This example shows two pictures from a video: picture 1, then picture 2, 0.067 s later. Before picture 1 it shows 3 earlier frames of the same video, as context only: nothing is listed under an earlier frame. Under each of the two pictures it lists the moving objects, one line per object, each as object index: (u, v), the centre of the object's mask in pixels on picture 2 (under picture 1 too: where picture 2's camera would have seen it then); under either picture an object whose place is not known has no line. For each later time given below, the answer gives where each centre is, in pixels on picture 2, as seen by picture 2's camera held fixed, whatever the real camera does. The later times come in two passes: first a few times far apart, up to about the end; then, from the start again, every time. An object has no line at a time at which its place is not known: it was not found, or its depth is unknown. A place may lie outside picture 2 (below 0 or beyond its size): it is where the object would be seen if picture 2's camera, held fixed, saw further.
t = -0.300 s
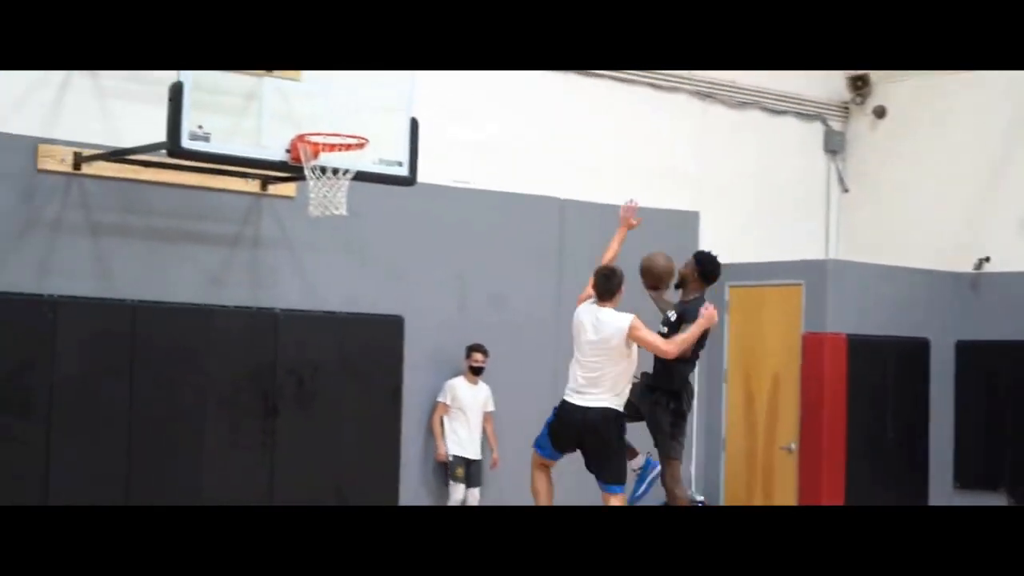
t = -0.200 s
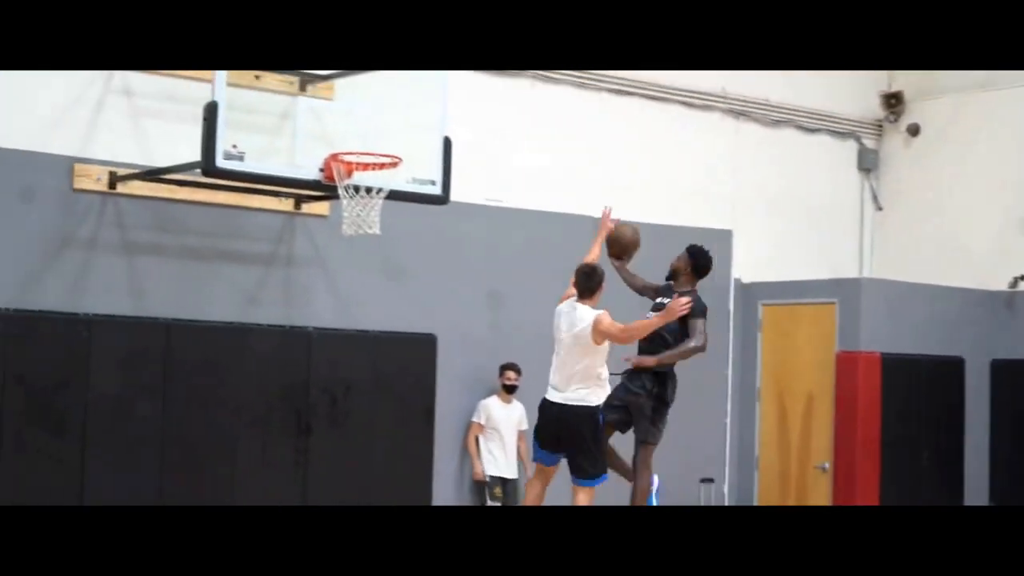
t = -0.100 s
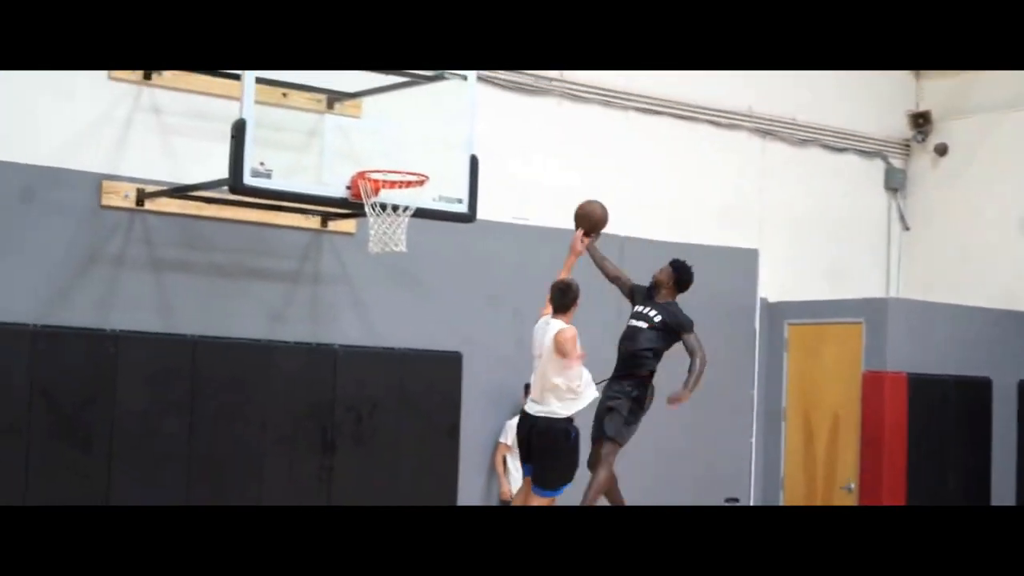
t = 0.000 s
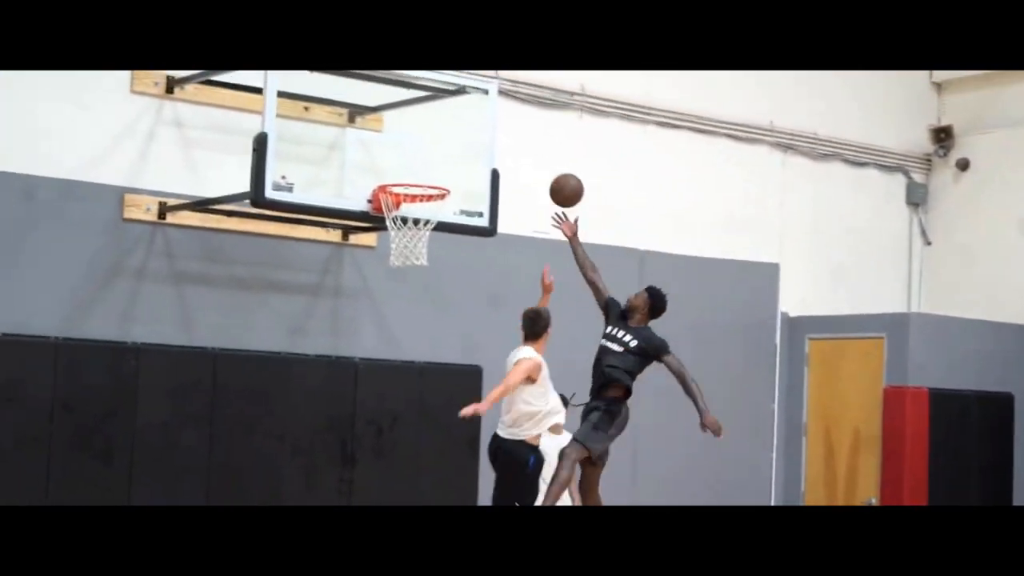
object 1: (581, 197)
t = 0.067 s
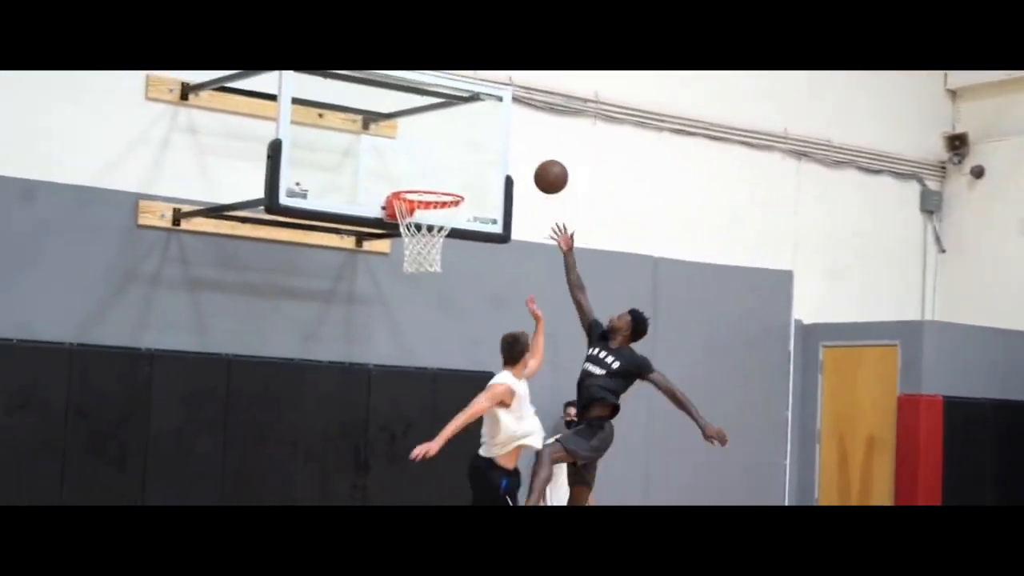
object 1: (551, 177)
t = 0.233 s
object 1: (476, 152)
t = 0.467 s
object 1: (432, 167)
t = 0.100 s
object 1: (536, 169)
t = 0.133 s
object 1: (521, 162)
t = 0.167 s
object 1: (506, 157)
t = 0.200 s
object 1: (491, 154)
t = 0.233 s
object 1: (476, 152)
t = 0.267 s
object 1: (460, 152)
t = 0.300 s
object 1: (446, 154)
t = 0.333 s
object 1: (442, 154)
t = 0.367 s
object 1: (440, 155)
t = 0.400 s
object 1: (438, 157)
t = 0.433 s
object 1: (435, 161)
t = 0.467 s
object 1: (432, 167)
